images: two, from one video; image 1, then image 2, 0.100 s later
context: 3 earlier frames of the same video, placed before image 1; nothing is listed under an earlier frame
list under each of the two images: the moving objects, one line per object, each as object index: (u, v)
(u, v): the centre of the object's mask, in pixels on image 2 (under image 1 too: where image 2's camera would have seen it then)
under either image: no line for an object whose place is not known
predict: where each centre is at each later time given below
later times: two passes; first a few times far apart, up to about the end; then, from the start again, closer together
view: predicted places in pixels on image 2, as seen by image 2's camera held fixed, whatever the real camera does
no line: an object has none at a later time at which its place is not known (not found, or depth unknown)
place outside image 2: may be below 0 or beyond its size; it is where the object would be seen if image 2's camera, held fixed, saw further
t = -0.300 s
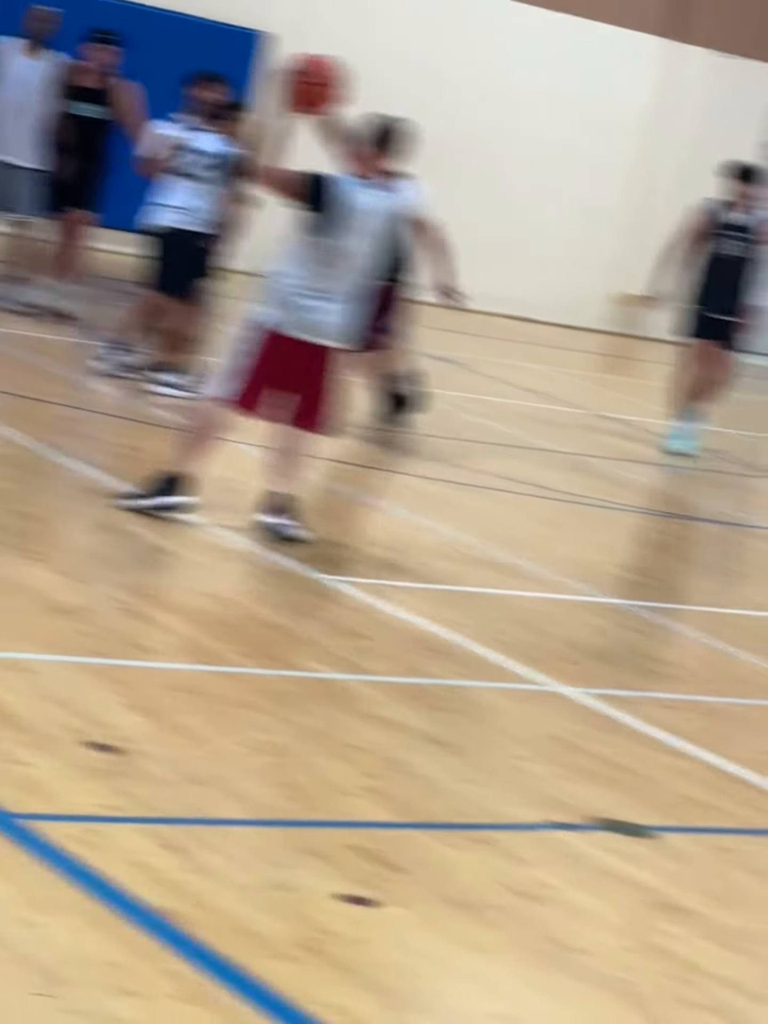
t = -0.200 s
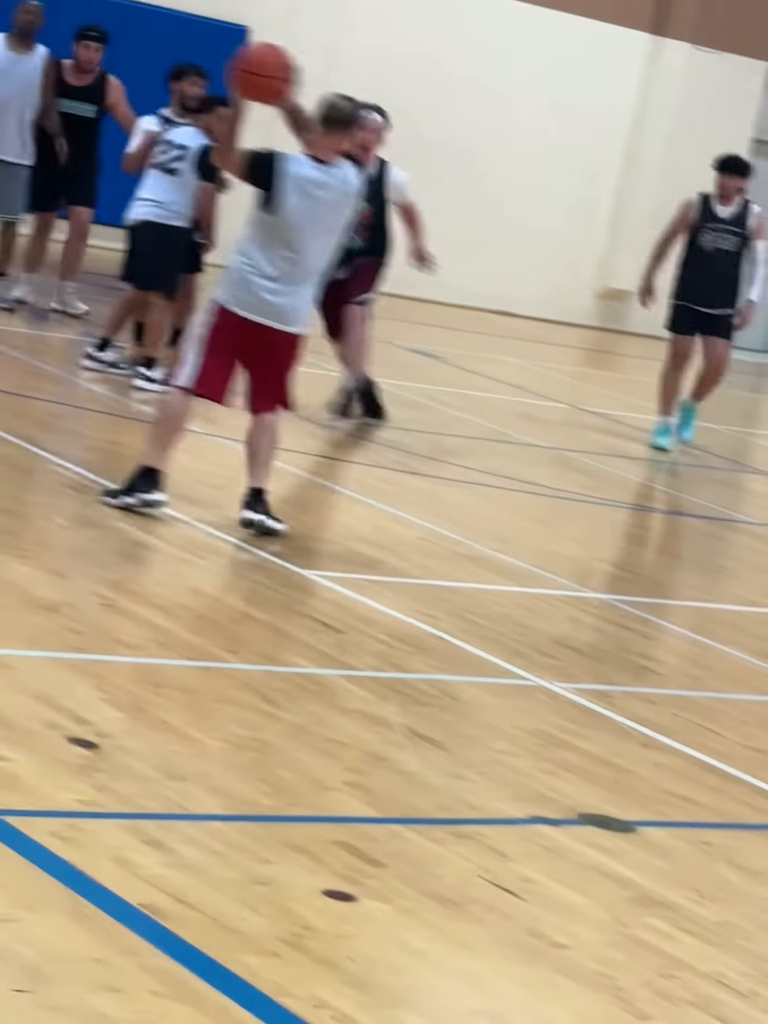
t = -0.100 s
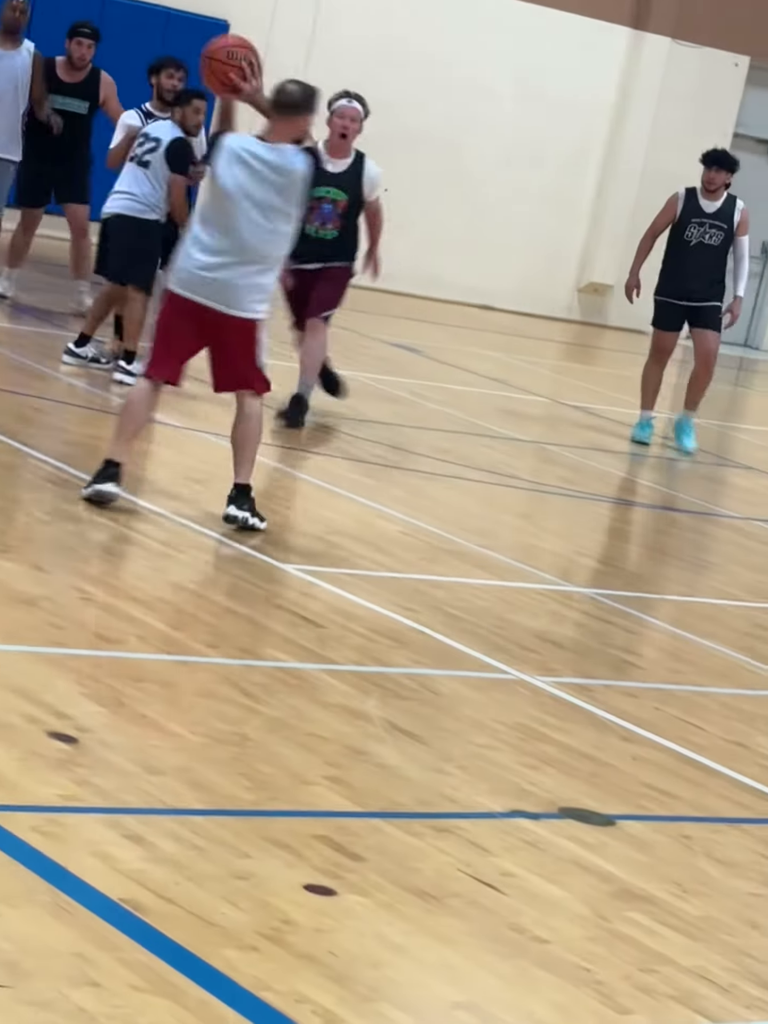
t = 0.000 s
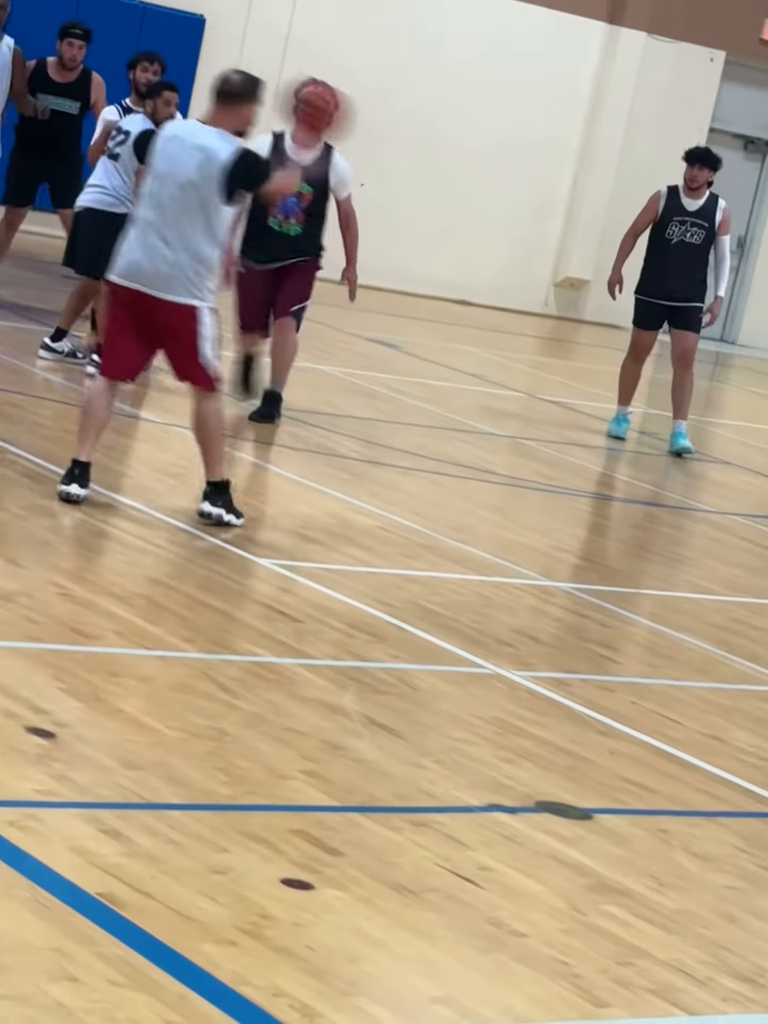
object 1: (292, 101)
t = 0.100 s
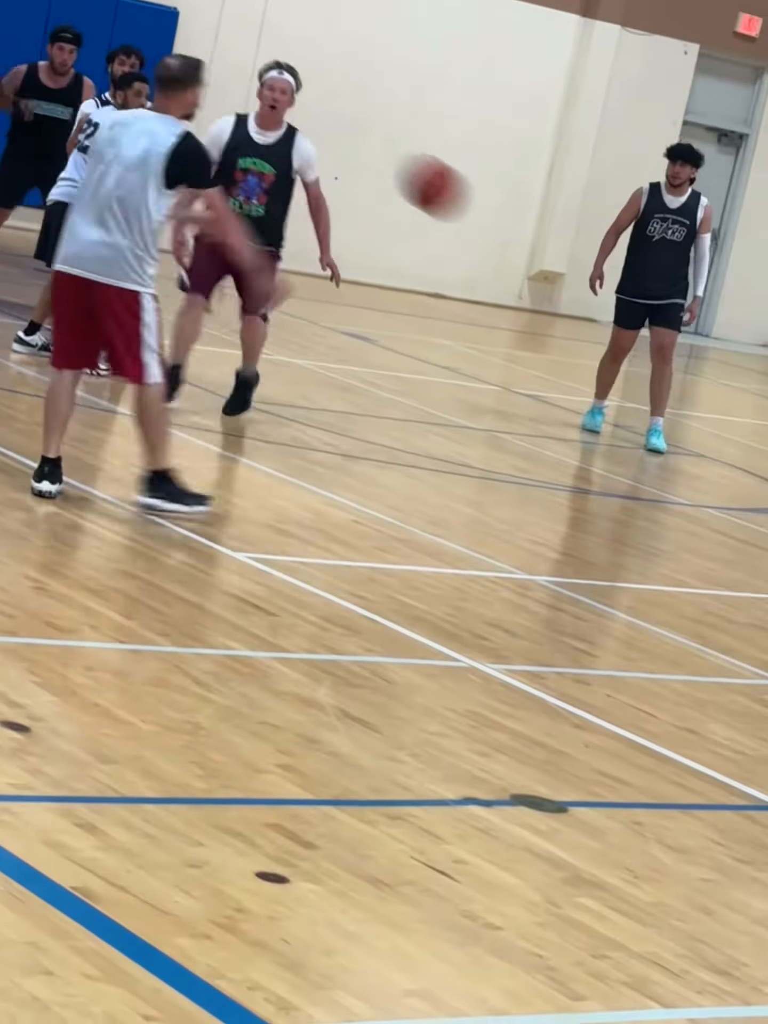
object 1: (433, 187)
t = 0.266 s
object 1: (630, 349)
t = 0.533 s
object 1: (874, 433)
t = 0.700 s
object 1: (966, 366)
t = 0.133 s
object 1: (478, 218)
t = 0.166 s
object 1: (517, 248)
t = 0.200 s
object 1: (557, 280)
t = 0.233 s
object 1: (594, 314)
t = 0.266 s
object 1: (630, 349)
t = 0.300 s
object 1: (667, 386)
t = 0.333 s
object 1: (702, 422)
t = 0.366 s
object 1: (733, 457)
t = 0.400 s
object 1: (762, 492)
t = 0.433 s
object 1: (794, 507)
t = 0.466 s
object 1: (823, 480)
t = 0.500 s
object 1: (847, 456)
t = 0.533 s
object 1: (874, 433)
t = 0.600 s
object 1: (920, 394)
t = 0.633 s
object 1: (942, 375)
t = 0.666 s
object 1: (955, 368)
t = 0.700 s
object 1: (966, 366)
